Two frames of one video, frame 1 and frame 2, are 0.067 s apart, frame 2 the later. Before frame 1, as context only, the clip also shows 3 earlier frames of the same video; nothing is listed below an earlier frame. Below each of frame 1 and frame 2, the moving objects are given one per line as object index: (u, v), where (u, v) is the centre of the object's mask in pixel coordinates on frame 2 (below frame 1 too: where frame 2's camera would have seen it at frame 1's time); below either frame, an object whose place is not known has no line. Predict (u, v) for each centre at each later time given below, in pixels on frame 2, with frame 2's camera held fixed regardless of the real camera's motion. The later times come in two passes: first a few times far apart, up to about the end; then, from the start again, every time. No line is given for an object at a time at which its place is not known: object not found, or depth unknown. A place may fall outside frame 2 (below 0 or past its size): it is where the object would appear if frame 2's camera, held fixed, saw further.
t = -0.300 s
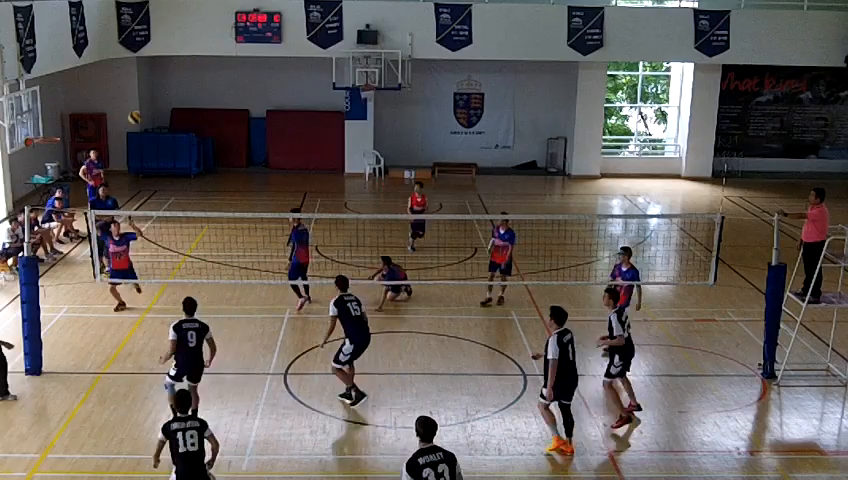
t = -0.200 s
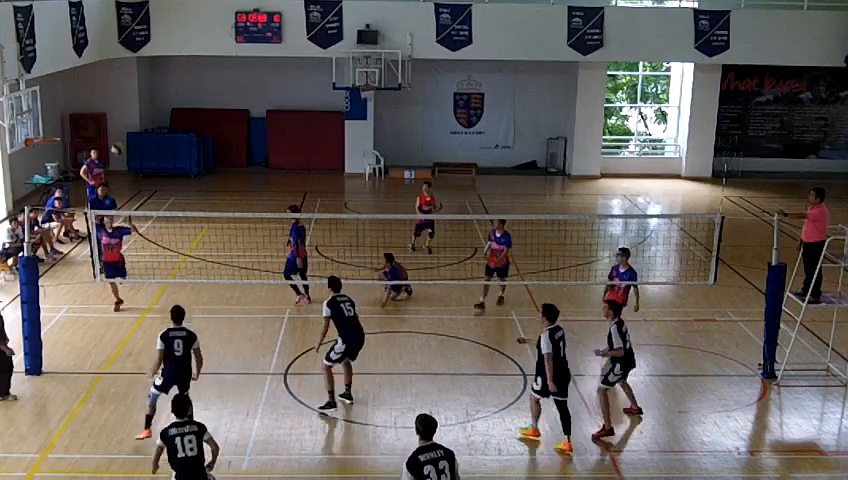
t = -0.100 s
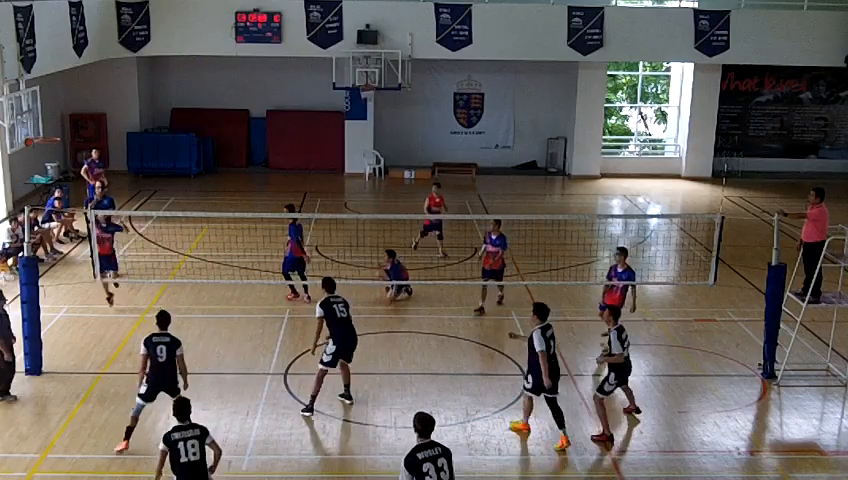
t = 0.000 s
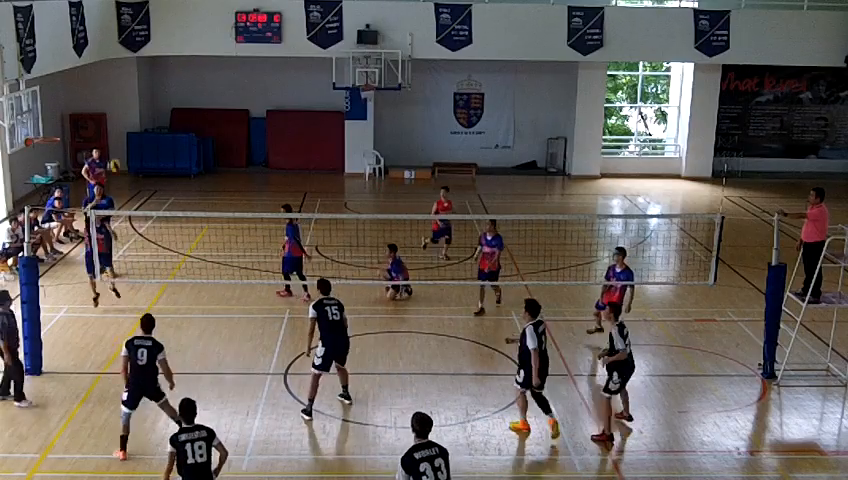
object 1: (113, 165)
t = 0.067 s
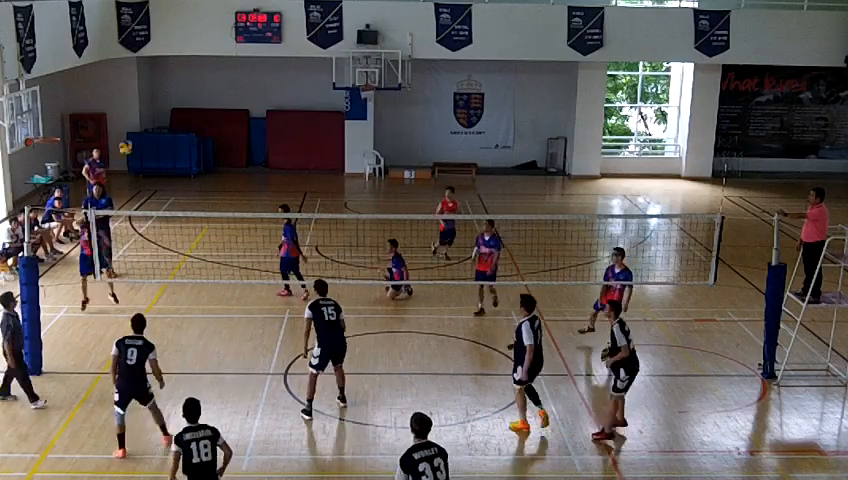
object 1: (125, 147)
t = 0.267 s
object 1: (166, 104)
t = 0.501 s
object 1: (221, 84)
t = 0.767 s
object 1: (298, 115)
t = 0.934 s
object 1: (351, 173)
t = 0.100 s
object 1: (131, 139)
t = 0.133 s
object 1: (137, 131)
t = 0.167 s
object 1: (145, 124)
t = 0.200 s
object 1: (151, 117)
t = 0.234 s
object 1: (158, 110)
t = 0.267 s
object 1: (166, 104)
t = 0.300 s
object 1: (173, 100)
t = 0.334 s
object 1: (182, 96)
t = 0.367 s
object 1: (189, 92)
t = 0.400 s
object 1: (197, 89)
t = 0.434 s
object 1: (205, 87)
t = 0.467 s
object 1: (213, 85)
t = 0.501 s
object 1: (221, 84)
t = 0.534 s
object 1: (230, 85)
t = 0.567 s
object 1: (240, 86)
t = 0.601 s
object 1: (249, 88)
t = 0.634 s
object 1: (258, 92)
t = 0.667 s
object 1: (267, 96)
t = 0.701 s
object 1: (278, 101)
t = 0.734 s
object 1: (287, 108)
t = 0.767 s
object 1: (298, 115)
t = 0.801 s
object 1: (308, 124)
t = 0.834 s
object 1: (319, 134)
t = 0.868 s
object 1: (330, 145)
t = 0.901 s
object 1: (341, 159)
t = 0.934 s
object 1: (351, 173)
